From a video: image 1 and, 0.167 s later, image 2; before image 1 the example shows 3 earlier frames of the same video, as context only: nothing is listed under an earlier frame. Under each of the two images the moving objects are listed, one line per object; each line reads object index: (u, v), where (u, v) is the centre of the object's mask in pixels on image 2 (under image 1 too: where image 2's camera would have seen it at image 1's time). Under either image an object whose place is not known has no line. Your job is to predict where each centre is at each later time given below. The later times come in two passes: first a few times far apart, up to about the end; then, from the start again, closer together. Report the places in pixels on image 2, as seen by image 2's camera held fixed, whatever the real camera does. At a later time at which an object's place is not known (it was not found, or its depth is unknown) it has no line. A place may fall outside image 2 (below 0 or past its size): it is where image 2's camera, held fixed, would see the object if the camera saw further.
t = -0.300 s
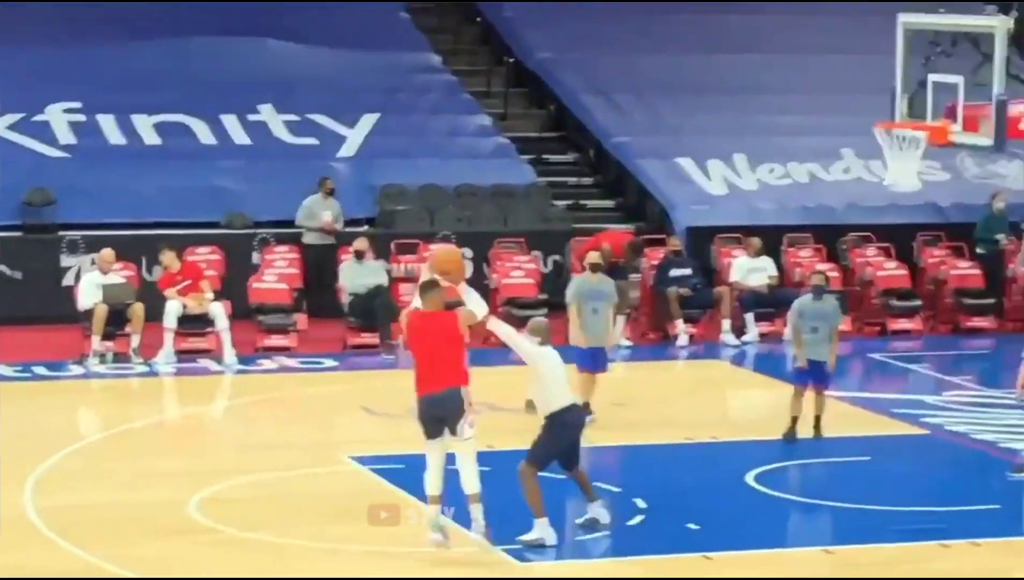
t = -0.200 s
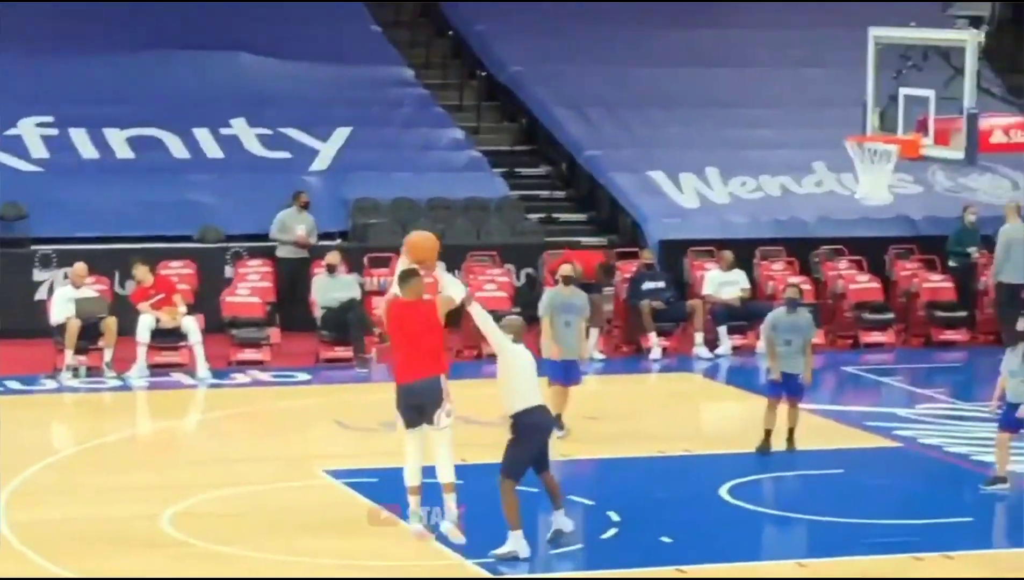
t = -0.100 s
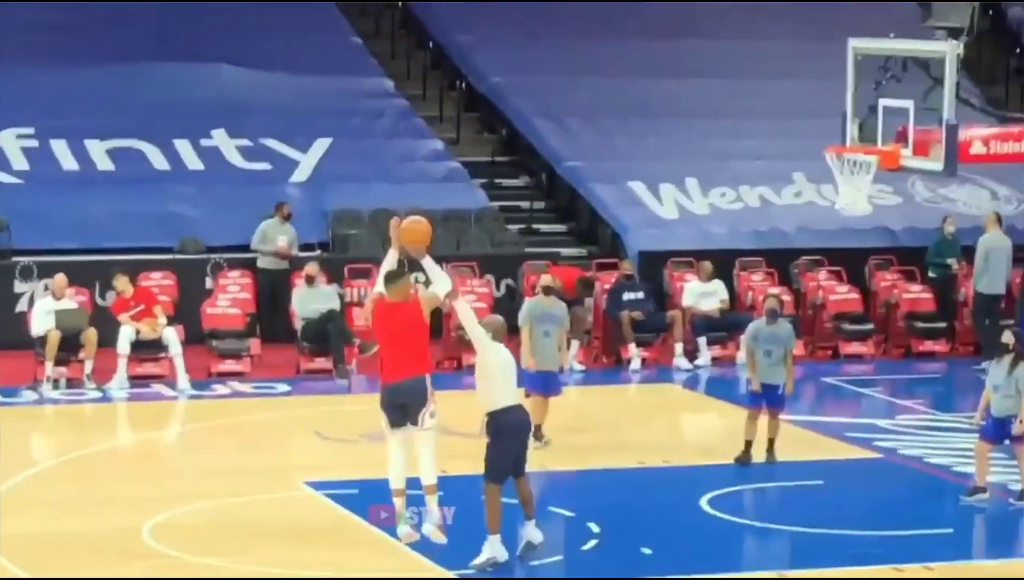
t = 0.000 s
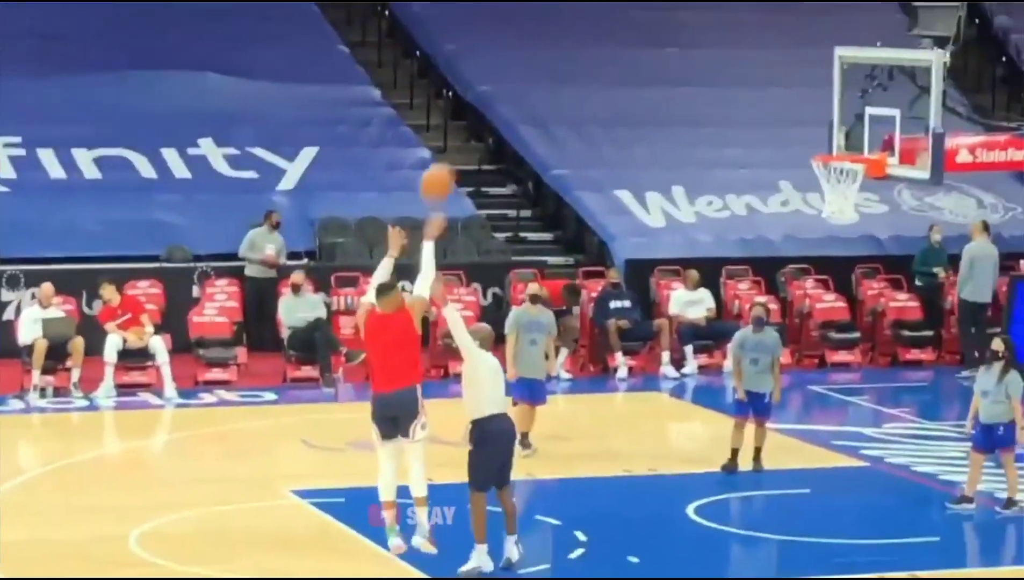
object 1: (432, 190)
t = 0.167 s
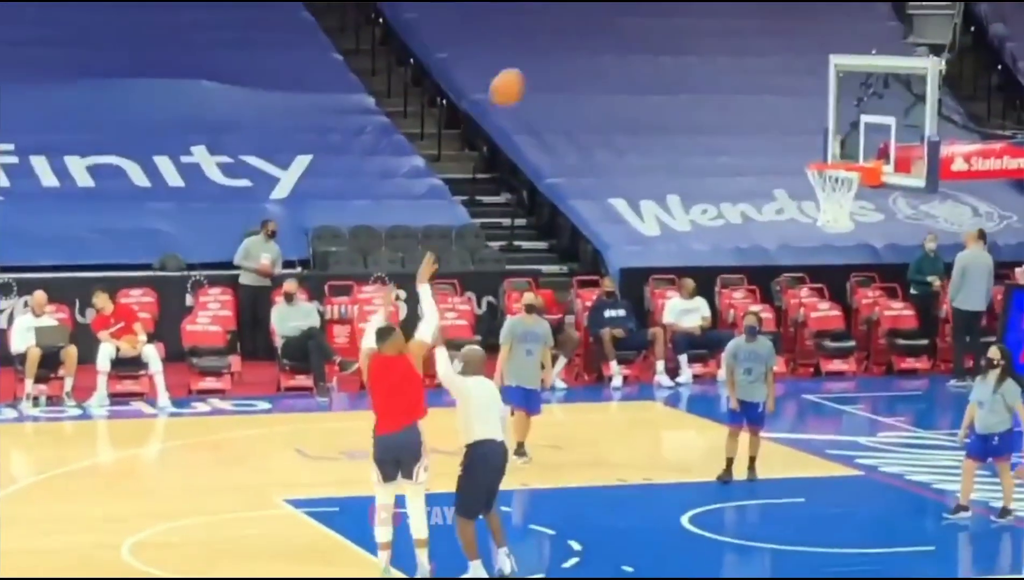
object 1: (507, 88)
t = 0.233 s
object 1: (537, 59)
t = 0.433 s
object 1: (619, 13)
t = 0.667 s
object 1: (710, 21)
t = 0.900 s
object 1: (789, 82)
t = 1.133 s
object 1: (830, 152)
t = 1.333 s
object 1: (806, 157)
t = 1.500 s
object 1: (782, 197)
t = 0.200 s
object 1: (522, 72)
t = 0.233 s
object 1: (537, 59)
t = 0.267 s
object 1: (551, 46)
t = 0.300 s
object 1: (565, 36)
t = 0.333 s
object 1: (579, 26)
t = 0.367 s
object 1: (592, 19)
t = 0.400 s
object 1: (606, 15)
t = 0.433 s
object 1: (619, 13)
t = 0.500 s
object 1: (646, 12)
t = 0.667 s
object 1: (710, 21)
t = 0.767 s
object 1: (744, 36)
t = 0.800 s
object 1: (756, 46)
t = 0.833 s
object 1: (767, 57)
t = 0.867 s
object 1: (778, 69)
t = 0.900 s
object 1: (789, 82)
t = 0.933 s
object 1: (800, 96)
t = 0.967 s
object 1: (810, 111)
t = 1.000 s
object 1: (820, 128)
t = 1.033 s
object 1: (830, 146)
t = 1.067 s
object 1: (838, 158)
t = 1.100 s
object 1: (833, 156)
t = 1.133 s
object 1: (830, 152)
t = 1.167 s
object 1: (826, 150)
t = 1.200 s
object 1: (822, 149)
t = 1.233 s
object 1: (819, 149)
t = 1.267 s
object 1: (814, 151)
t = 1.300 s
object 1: (809, 154)
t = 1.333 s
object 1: (806, 157)
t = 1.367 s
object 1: (802, 164)
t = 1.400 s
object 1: (796, 169)
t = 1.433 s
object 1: (791, 176)
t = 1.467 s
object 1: (787, 187)
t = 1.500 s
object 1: (782, 197)
